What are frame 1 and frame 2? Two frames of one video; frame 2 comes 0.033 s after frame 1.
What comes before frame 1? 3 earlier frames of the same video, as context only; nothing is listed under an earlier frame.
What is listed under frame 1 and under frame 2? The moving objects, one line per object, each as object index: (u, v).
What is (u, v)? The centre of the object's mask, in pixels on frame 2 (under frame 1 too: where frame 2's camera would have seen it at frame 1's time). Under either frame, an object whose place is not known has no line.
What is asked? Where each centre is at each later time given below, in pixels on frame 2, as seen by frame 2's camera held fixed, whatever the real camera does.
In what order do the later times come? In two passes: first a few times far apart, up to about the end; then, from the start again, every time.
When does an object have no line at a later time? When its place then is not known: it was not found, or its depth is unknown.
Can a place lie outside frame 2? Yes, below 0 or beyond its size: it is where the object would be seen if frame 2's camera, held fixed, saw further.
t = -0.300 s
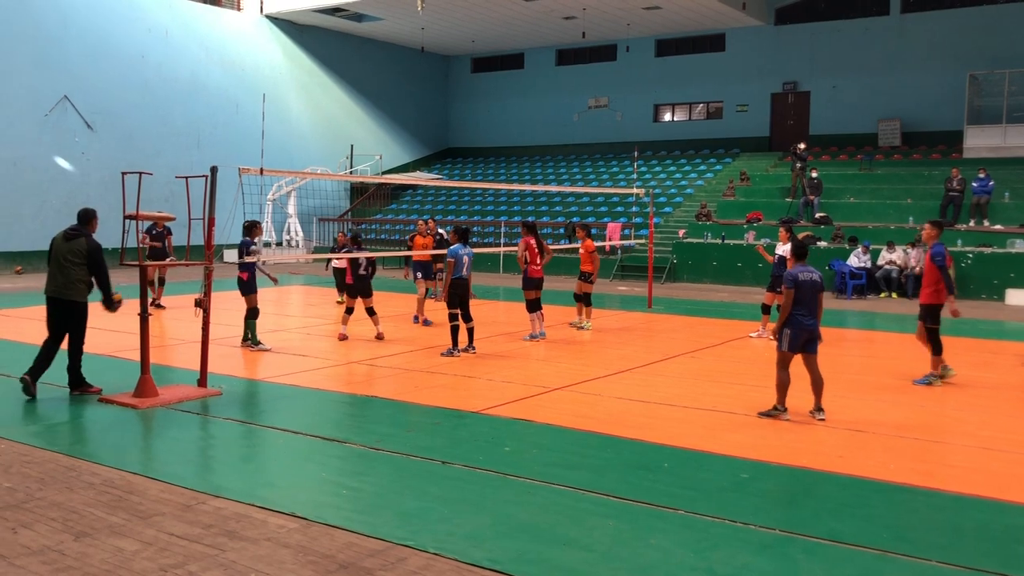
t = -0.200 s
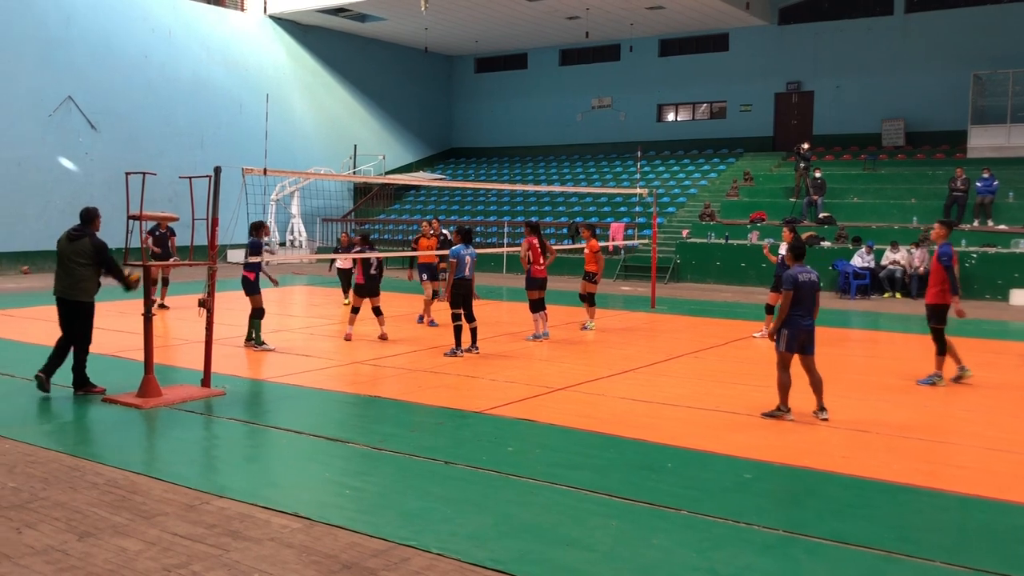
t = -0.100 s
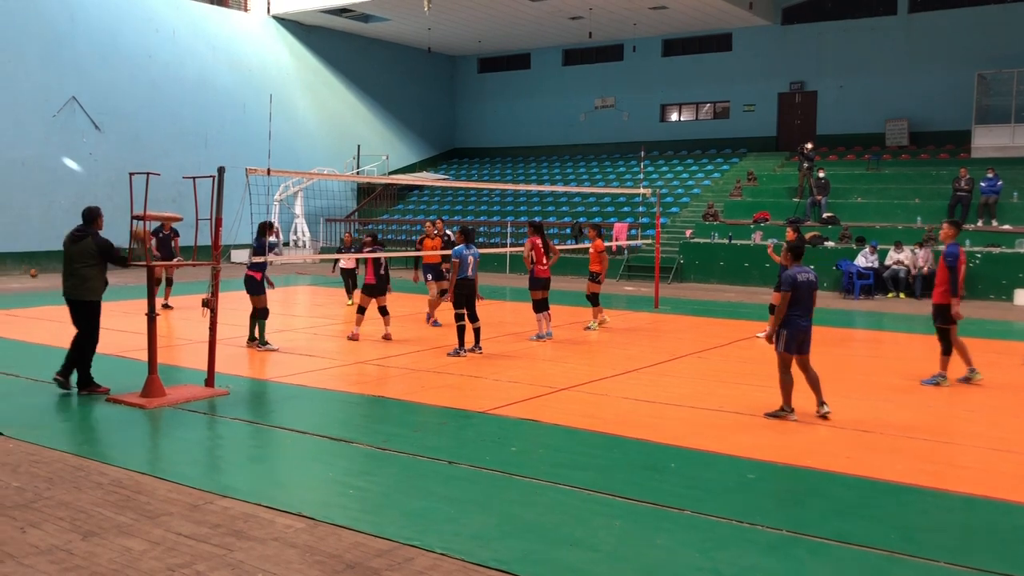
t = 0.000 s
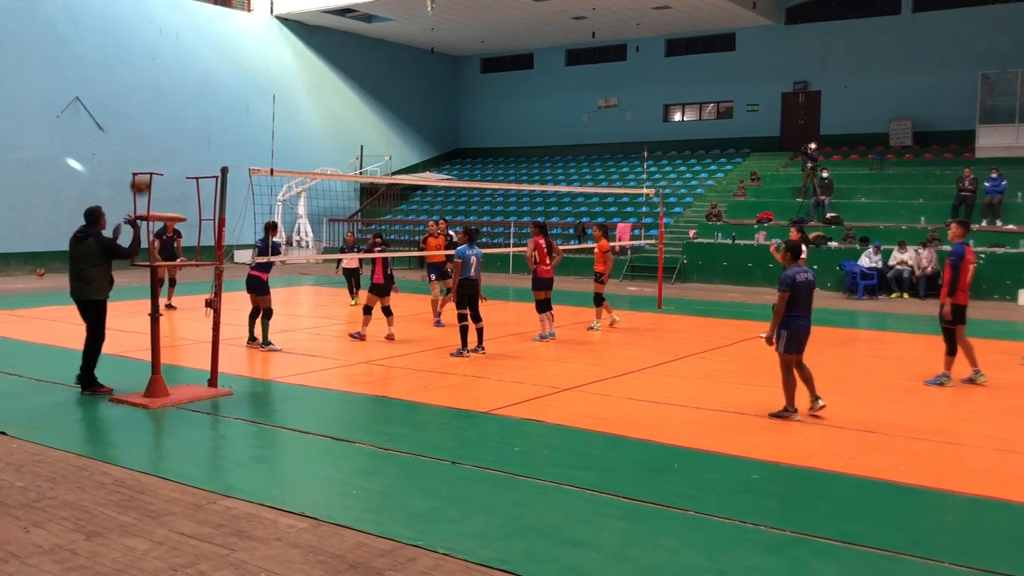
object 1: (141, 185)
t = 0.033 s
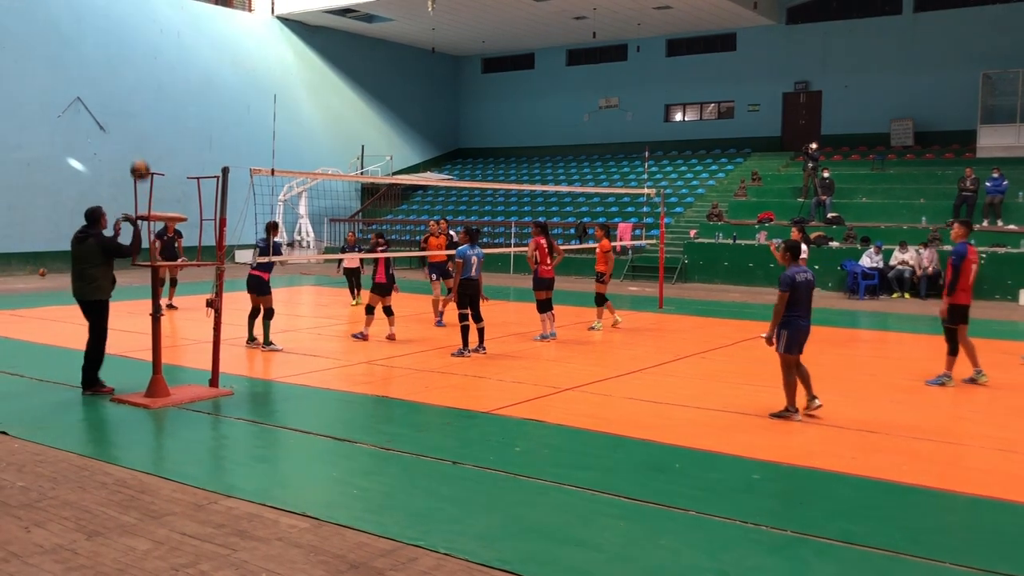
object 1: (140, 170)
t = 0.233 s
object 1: (134, 105)
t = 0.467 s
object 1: (128, 75)
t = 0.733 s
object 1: (122, 101)
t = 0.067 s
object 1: (139, 157)
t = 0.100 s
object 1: (138, 145)
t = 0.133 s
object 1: (137, 133)
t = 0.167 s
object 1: (136, 123)
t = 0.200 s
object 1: (135, 113)
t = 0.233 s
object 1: (134, 105)
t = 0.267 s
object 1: (133, 98)
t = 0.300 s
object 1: (133, 91)
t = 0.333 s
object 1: (131, 86)
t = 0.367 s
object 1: (130, 81)
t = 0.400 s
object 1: (130, 78)
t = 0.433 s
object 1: (129, 76)
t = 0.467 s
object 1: (128, 75)
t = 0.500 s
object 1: (127, 74)
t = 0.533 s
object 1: (126, 75)
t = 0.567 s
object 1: (126, 77)
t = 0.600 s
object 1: (125, 79)
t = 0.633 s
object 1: (124, 84)
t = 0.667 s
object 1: (123, 88)
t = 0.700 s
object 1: (123, 94)
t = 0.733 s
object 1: (122, 101)
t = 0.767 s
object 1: (121, 109)
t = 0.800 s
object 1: (121, 118)
